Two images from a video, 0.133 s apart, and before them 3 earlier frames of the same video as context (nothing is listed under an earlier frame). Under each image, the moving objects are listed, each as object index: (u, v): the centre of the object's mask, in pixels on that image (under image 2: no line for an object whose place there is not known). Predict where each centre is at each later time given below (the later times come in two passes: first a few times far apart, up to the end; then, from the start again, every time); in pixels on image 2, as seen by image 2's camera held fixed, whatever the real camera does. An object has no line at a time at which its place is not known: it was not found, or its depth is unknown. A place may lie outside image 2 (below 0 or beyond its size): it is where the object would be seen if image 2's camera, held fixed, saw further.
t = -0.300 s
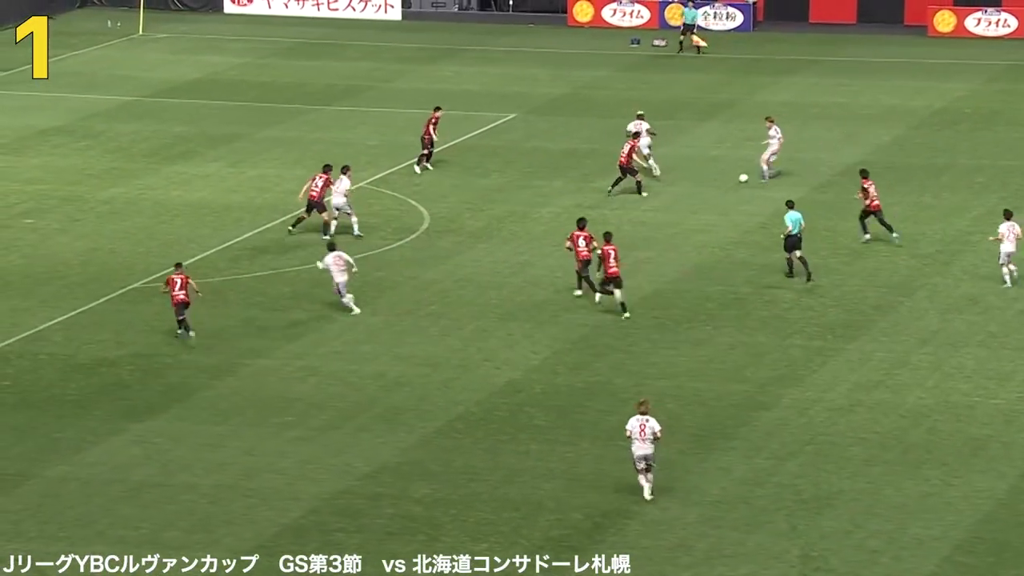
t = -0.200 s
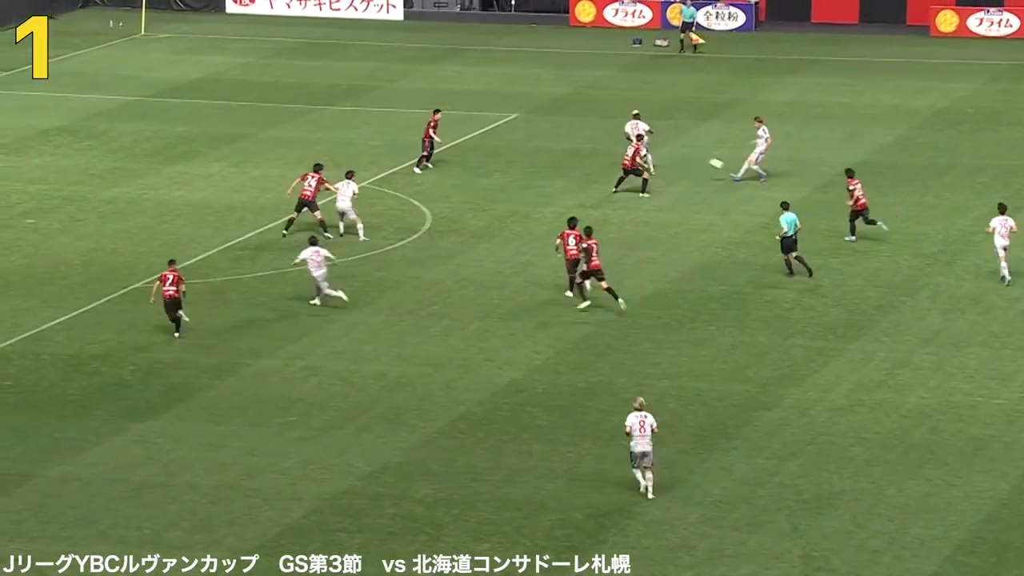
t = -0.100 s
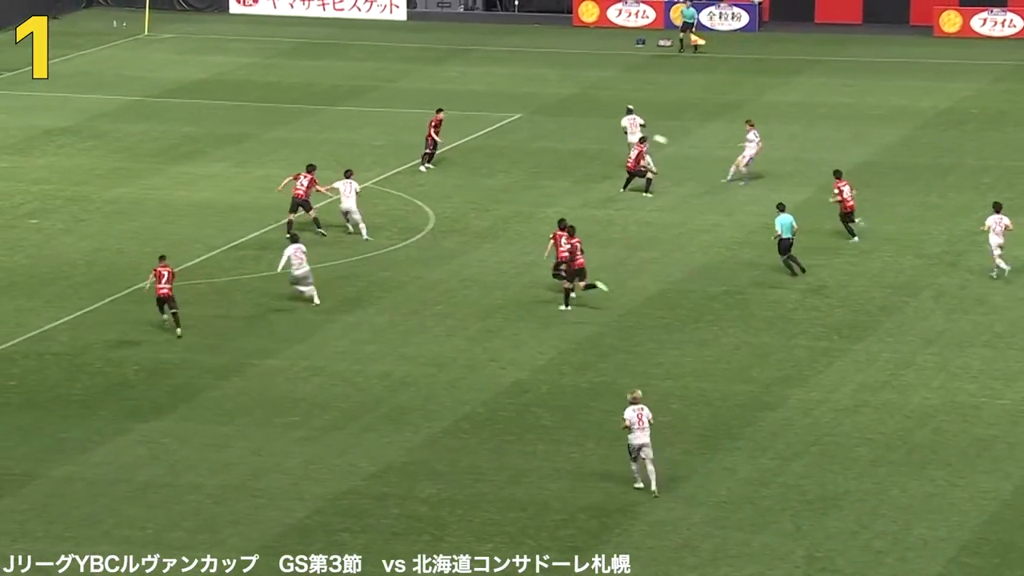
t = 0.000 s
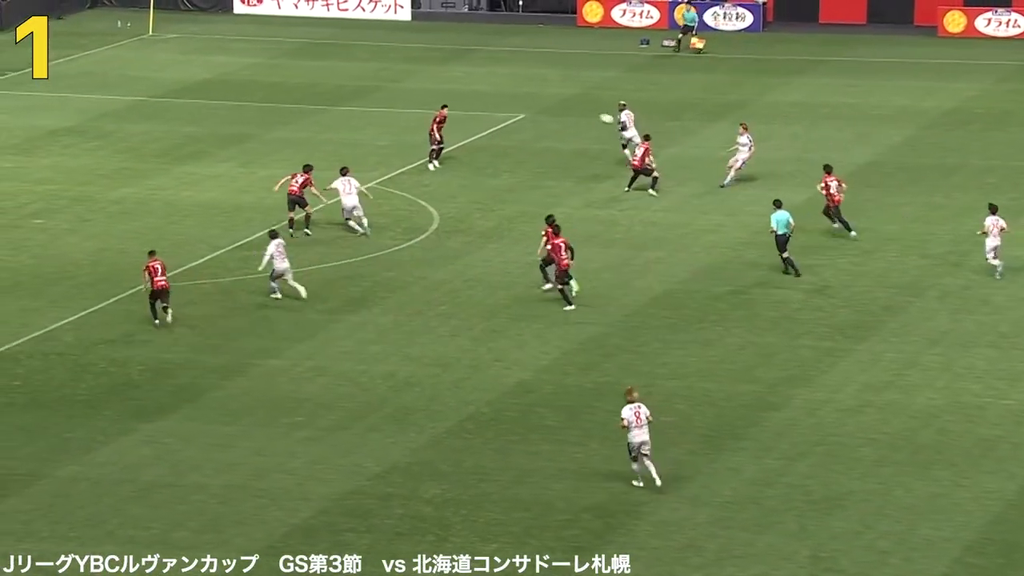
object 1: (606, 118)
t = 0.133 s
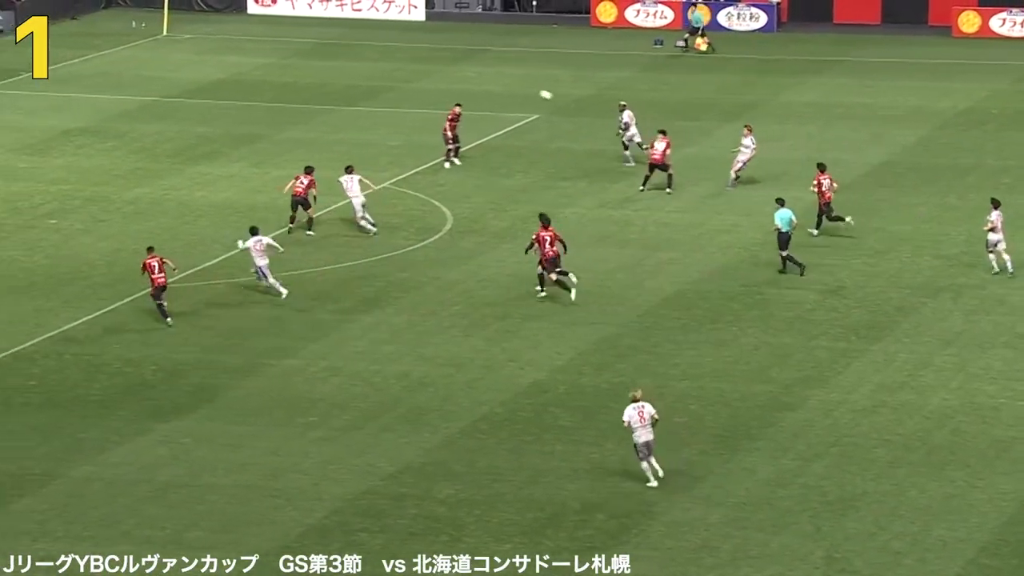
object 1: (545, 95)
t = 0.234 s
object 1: (494, 81)
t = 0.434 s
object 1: (391, 58)
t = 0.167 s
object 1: (527, 91)
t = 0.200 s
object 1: (510, 85)
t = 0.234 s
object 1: (494, 81)
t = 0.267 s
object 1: (476, 77)
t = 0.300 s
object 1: (455, 71)
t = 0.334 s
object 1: (439, 68)
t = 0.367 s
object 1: (419, 65)
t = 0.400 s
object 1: (407, 63)
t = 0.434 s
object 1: (391, 58)
